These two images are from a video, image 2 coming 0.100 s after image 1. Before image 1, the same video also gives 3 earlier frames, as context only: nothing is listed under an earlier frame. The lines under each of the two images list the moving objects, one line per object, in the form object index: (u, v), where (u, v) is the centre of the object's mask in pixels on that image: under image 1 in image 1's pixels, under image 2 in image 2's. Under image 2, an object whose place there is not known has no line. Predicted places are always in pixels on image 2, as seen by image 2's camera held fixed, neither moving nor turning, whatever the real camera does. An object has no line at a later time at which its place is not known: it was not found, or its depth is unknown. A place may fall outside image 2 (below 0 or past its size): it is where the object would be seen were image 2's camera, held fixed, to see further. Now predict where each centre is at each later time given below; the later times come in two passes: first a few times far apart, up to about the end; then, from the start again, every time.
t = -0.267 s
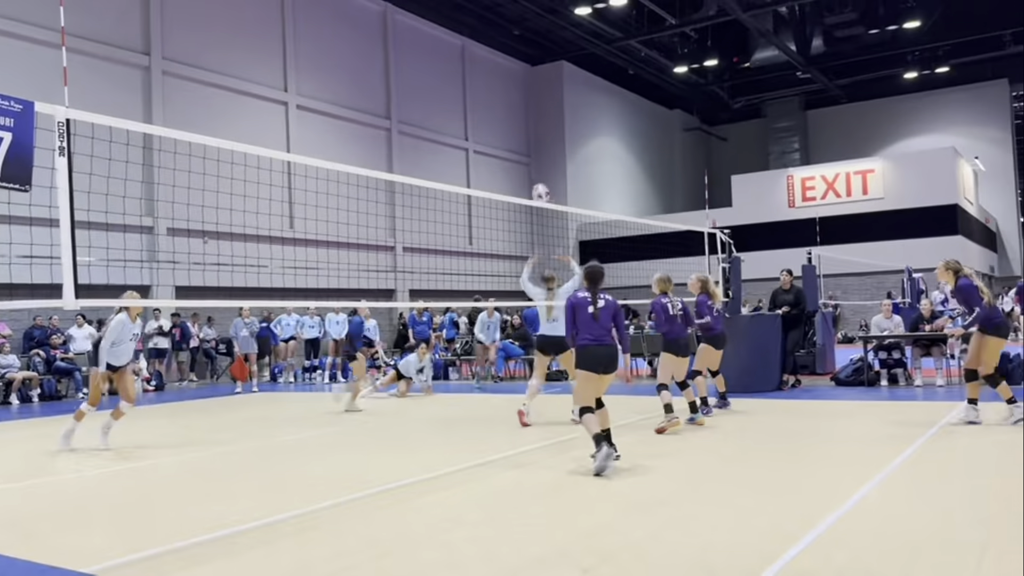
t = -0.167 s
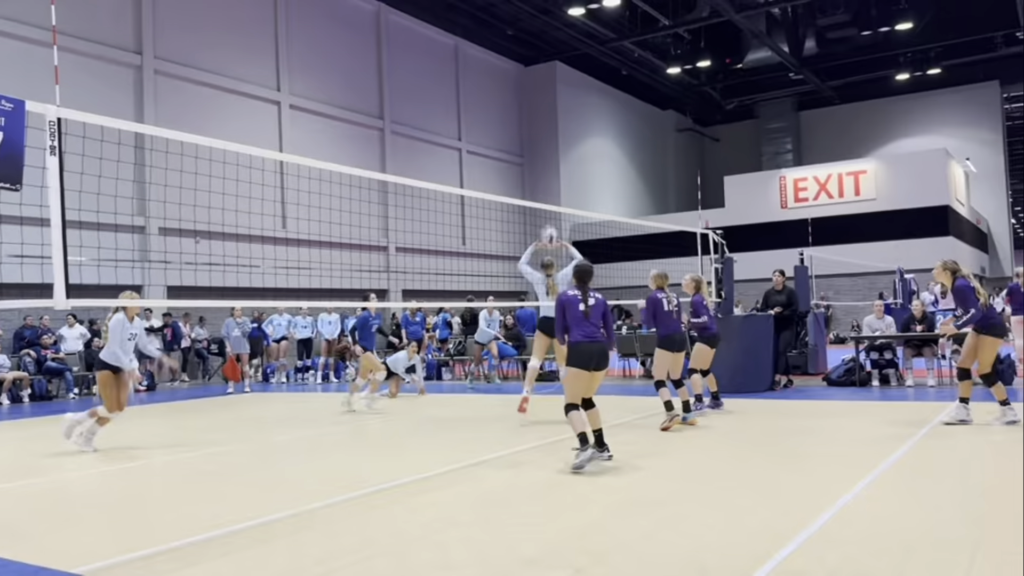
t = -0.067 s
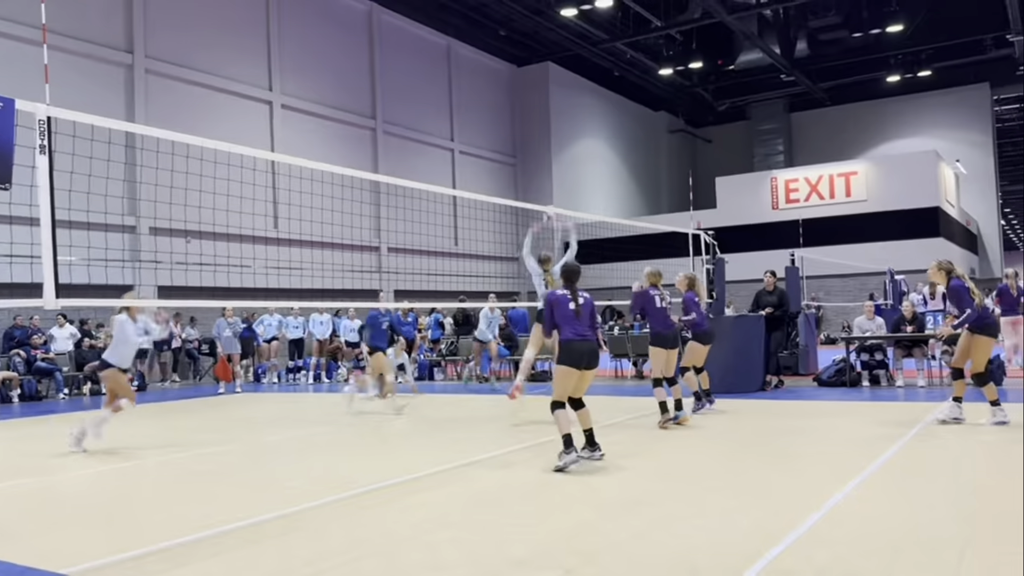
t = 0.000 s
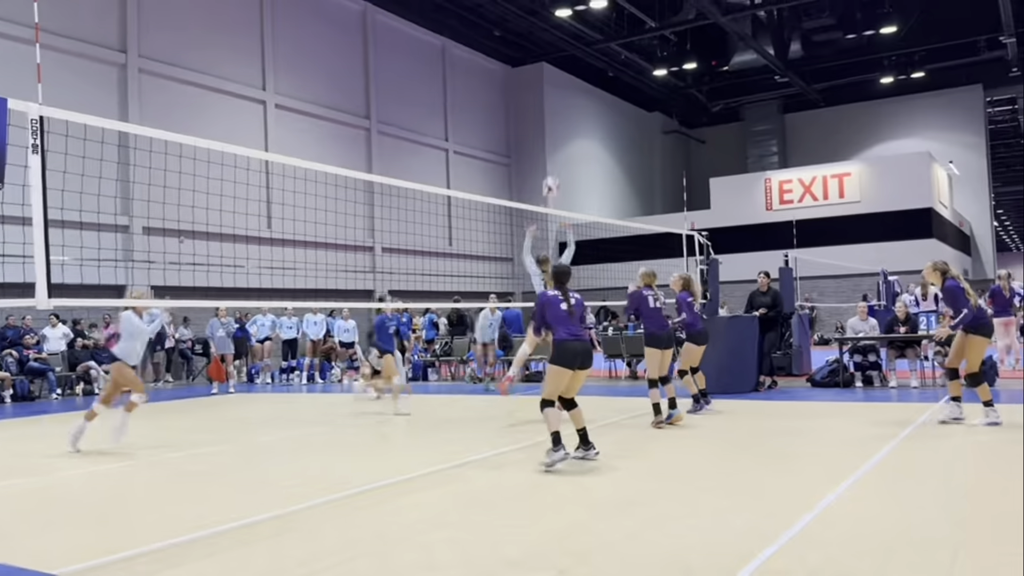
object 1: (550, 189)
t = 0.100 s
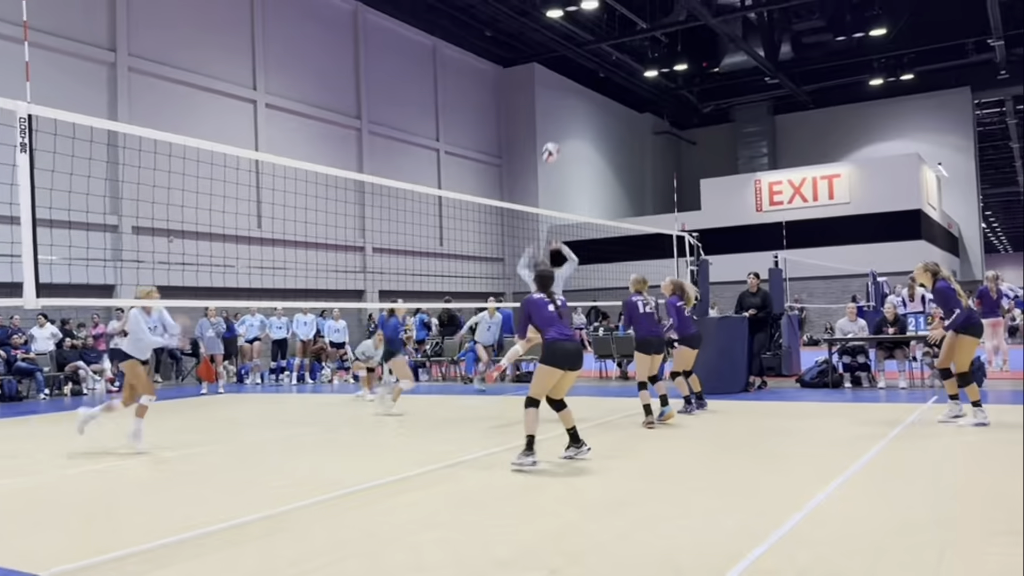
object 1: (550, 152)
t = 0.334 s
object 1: (570, 105)
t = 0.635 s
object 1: (595, 108)
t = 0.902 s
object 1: (618, 164)
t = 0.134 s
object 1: (553, 142)
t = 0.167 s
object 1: (556, 134)
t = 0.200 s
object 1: (559, 126)
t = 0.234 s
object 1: (562, 120)
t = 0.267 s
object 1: (565, 114)
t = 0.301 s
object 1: (568, 109)
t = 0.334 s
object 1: (570, 105)
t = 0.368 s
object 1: (573, 102)
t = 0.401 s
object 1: (576, 100)
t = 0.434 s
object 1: (579, 98)
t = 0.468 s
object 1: (582, 98)
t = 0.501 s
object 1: (584, 98)
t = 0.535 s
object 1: (587, 100)
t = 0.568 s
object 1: (590, 102)
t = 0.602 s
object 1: (592, 104)
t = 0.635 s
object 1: (595, 108)
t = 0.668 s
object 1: (598, 112)
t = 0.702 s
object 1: (601, 117)
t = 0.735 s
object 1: (603, 123)
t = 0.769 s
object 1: (606, 130)
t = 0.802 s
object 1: (609, 138)
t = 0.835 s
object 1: (612, 145)
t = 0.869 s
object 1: (615, 154)
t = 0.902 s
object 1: (618, 164)
